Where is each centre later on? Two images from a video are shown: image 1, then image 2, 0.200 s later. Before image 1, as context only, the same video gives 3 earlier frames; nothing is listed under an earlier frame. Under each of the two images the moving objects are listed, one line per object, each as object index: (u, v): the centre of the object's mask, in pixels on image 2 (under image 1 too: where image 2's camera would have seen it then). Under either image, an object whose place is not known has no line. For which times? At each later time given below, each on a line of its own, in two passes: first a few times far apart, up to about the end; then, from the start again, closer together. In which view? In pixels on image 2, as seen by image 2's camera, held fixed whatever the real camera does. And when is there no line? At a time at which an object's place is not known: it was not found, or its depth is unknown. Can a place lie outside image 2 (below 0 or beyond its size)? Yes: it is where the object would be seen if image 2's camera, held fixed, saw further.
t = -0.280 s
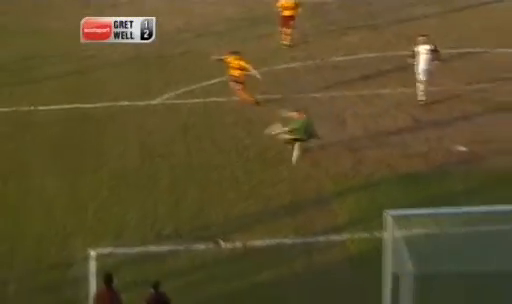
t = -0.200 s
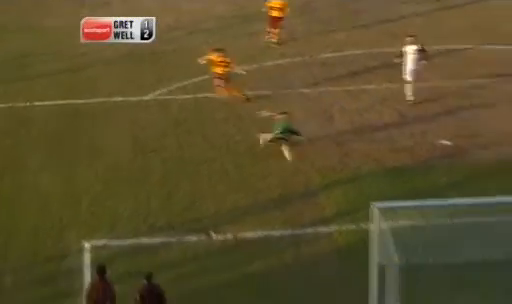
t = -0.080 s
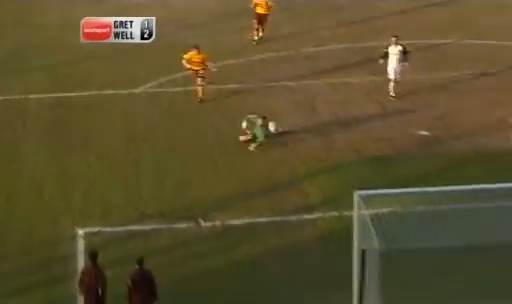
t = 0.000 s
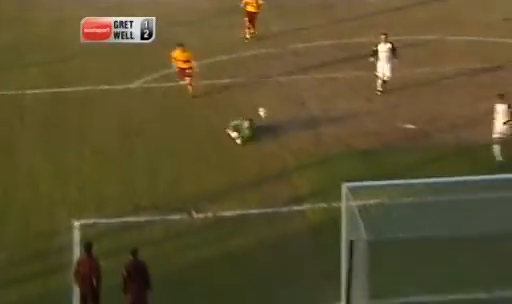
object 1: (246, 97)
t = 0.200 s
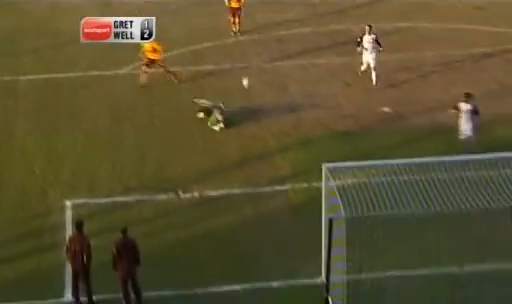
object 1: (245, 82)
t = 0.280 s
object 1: (245, 79)
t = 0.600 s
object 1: (245, 80)
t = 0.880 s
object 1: (245, 99)
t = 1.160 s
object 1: (245, 133)
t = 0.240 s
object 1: (245, 80)
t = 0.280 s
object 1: (245, 79)
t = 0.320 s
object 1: (246, 78)
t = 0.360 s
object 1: (246, 77)
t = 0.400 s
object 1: (245, 76)
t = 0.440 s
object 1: (245, 77)
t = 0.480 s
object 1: (246, 77)
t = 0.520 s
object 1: (246, 77)
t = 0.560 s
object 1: (245, 78)
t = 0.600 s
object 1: (245, 80)
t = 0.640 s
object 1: (245, 81)
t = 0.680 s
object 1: (245, 83)
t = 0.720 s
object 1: (245, 86)
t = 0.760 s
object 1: (245, 88)
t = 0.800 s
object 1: (245, 92)
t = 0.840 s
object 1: (245, 95)
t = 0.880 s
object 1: (245, 99)
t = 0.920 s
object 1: (245, 103)
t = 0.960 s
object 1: (245, 107)
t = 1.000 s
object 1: (245, 113)
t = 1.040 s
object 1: (245, 118)
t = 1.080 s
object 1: (244, 122)
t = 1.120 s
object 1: (245, 128)
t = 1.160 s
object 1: (245, 133)
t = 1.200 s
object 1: (246, 141)
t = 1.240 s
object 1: (245, 148)
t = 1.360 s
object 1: (245, 171)
